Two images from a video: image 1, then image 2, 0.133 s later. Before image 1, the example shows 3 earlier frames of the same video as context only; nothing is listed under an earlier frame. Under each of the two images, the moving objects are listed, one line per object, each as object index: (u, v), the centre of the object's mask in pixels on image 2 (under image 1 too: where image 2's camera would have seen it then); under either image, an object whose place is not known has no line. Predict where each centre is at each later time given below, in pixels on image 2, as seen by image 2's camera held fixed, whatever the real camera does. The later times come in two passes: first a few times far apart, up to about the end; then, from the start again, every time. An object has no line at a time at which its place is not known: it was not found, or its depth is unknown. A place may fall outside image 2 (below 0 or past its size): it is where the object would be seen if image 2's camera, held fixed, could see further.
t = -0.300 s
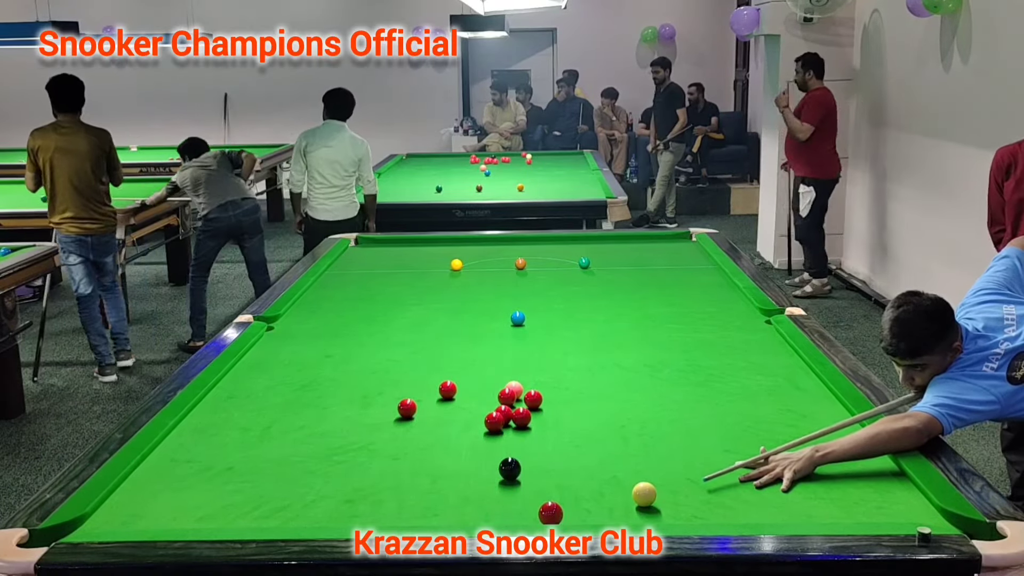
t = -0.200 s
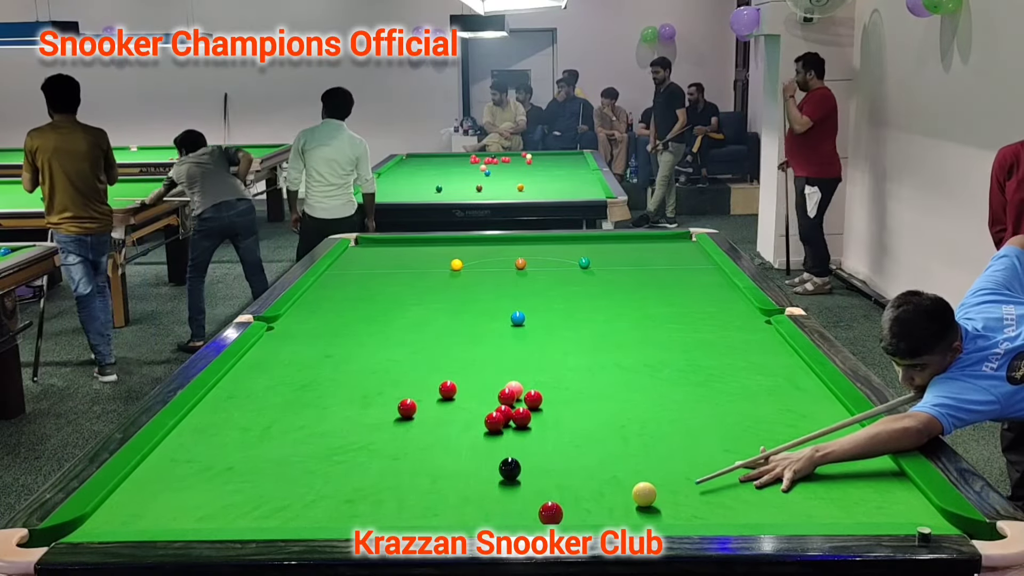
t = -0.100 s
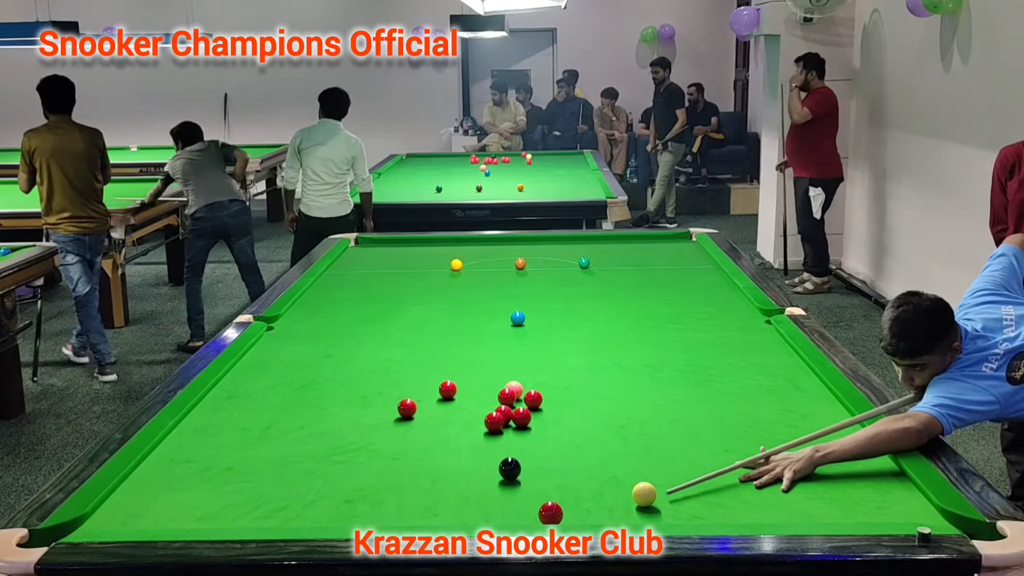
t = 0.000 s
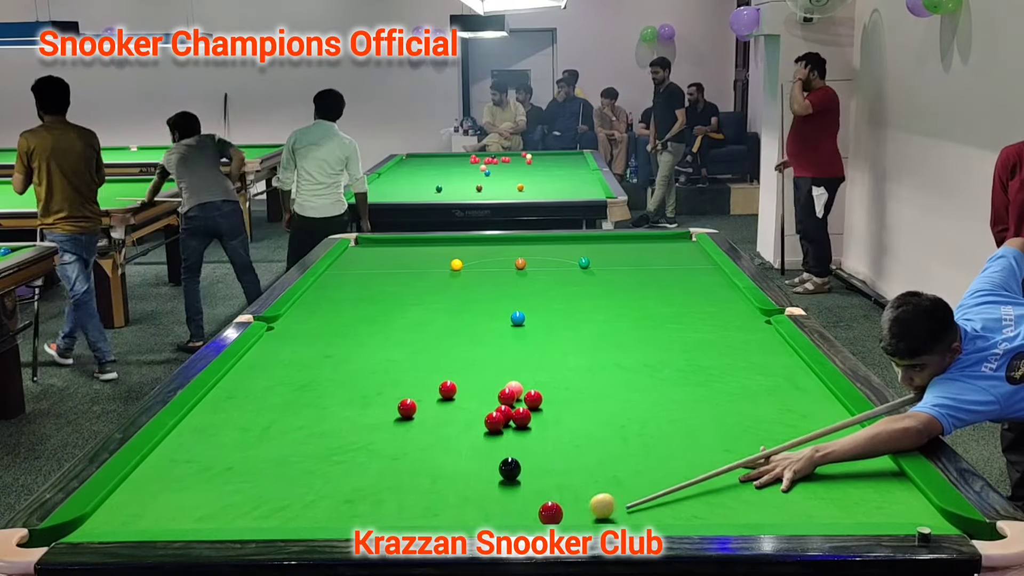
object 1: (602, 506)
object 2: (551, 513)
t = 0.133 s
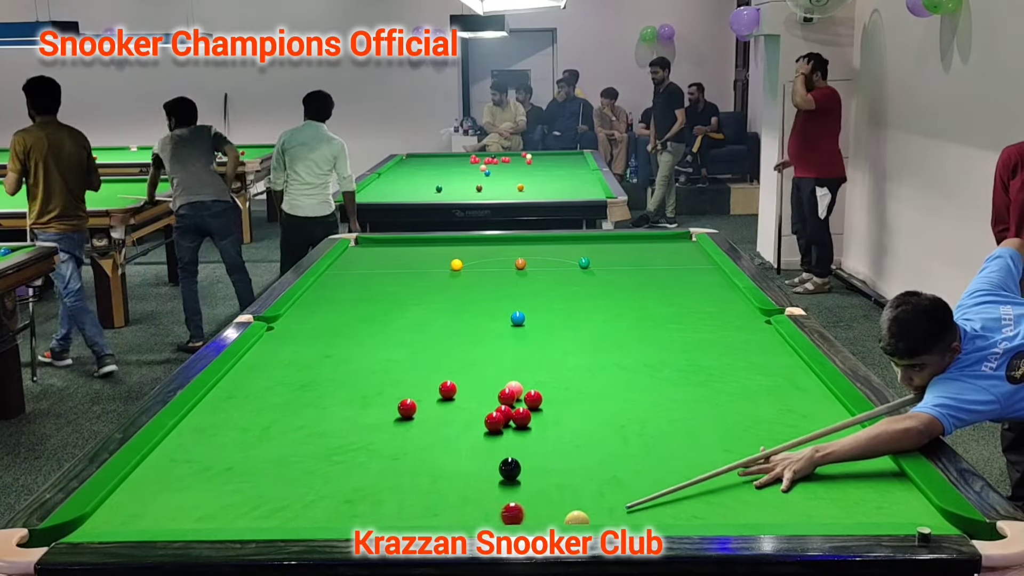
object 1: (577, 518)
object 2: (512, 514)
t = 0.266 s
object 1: (589, 514)
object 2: (461, 515)
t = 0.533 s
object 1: (611, 500)
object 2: (362, 517)
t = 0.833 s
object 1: (633, 485)
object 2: (255, 518)
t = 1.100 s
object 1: (650, 473)
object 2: (164, 520)
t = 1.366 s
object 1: (664, 463)
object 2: (84, 524)
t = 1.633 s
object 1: (677, 455)
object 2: (97, 522)
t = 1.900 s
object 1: (688, 447)
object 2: (106, 515)
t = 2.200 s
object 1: (698, 440)
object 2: (115, 505)
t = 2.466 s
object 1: (706, 435)
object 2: (121, 498)
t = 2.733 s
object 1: (712, 430)
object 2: (127, 492)
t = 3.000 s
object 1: (717, 427)
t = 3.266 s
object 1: (720, 424)
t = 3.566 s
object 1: (723, 422)
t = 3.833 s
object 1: (723, 421)
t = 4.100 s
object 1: (723, 420)
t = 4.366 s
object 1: (723, 420)
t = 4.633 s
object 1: (723, 420)
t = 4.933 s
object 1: (723, 420)
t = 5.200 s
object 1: (723, 420)
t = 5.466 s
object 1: (723, 420)
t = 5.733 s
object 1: (723, 420)
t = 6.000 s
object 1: (723, 420)
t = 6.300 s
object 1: (723, 420)
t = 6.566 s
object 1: (723, 420)
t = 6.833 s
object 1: (723, 420)
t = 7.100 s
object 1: (723, 420)
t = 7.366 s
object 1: (723, 420)
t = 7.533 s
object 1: (723, 420)
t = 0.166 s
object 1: (580, 517)
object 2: (499, 514)
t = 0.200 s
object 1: (582, 516)
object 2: (486, 514)
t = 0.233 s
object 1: (586, 515)
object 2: (473, 515)
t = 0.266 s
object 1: (589, 514)
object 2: (461, 515)
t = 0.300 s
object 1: (592, 512)
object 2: (448, 515)
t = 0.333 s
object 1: (595, 511)
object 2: (436, 515)
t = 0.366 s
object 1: (597, 509)
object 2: (423, 515)
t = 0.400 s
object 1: (600, 507)
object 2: (411, 516)
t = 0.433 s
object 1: (603, 505)
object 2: (399, 516)
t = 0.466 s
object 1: (606, 504)
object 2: (386, 516)
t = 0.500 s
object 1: (608, 502)
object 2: (374, 516)
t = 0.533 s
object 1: (611, 500)
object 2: (362, 517)
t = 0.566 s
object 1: (614, 498)
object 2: (350, 517)
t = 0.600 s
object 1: (616, 496)
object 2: (338, 517)
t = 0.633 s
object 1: (619, 495)
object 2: (326, 517)
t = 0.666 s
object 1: (621, 493)
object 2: (314, 517)
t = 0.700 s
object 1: (623, 491)
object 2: (302, 518)
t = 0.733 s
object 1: (626, 490)
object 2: (291, 518)
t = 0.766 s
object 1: (628, 488)
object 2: (279, 518)
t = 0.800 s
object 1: (630, 486)
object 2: (267, 518)
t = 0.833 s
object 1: (633, 485)
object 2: (255, 518)
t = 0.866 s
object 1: (635, 483)
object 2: (244, 519)
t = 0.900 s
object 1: (637, 482)
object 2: (232, 519)
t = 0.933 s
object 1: (639, 480)
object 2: (221, 519)
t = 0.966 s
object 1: (641, 479)
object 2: (209, 519)
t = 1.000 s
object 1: (644, 477)
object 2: (198, 520)
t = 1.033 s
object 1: (646, 476)
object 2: (186, 520)
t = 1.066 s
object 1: (648, 475)
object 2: (175, 520)
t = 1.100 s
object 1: (650, 473)
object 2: (164, 520)
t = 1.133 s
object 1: (651, 472)
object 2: (152, 520)
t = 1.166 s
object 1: (653, 471)
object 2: (141, 520)
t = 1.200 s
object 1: (655, 469)
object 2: (130, 521)
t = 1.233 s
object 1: (657, 468)
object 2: (119, 521)
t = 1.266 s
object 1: (659, 467)
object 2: (108, 521)
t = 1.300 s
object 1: (661, 466)
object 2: (97, 522)
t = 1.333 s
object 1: (662, 465)
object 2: (85, 523)
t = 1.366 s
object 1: (664, 463)
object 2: (84, 524)
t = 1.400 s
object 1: (666, 462)
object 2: (86, 525)
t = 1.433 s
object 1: (668, 461)
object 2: (89, 526)
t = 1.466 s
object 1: (669, 460)
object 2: (90, 527)
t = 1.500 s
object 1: (671, 459)
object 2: (92, 526)
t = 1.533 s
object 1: (672, 458)
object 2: (93, 525)
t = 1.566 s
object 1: (674, 457)
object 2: (94, 524)
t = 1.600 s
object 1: (675, 456)
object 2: (96, 523)
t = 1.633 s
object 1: (677, 455)
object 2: (97, 522)
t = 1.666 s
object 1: (678, 454)
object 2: (98, 522)
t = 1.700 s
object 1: (680, 453)
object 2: (99, 521)
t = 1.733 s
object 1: (681, 452)
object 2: (100, 520)
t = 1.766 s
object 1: (683, 451)
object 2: (101, 519)
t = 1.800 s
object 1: (684, 450)
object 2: (102, 518)
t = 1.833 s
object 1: (685, 449)
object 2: (103, 517)
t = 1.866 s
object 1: (687, 448)
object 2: (104, 516)
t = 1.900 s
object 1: (688, 447)
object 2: (106, 515)
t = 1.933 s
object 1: (689, 446)
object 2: (107, 514)
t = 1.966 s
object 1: (691, 446)
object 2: (108, 512)
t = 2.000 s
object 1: (692, 445)
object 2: (109, 511)
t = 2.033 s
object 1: (693, 444)
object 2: (110, 510)
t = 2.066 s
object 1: (694, 443)
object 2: (111, 509)
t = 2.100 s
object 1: (695, 442)
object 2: (112, 508)
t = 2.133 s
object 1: (696, 442)
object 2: (113, 507)
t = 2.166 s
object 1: (697, 441)
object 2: (114, 506)
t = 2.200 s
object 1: (698, 440)
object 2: (115, 505)
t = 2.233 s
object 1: (699, 439)
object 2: (115, 504)
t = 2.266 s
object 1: (700, 439)
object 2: (116, 503)
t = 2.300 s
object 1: (701, 438)
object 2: (117, 502)
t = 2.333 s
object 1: (702, 437)
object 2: (118, 501)
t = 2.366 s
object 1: (703, 437)
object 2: (119, 501)
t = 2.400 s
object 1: (704, 436)
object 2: (120, 500)
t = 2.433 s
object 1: (705, 435)
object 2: (120, 499)
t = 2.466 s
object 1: (706, 435)
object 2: (121, 498)
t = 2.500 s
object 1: (707, 434)
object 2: (122, 497)
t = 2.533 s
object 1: (708, 434)
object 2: (123, 496)
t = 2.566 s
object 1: (708, 433)
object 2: (124, 496)
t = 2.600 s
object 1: (709, 432)
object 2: (124, 495)
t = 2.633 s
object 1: (710, 432)
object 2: (125, 494)
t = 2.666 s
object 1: (711, 432)
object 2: (126, 494)
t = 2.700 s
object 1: (711, 431)
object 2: (126, 493)
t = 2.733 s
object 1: (712, 430)
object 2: (127, 492)
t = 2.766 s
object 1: (713, 430)
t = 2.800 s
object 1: (713, 430)
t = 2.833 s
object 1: (714, 429)
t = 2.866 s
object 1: (714, 429)
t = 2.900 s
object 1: (715, 428)
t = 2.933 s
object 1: (716, 428)
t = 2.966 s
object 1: (716, 427)
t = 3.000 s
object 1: (717, 427)
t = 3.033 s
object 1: (717, 427)
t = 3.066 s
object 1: (717, 426)
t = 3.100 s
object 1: (718, 426)
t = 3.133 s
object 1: (718, 425)
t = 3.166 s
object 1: (719, 425)
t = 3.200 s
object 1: (719, 425)
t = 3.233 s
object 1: (720, 425)
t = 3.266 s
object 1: (720, 424)
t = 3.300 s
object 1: (720, 424)
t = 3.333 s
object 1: (721, 424)
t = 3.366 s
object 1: (721, 423)
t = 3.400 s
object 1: (722, 423)
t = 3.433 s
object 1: (722, 423)
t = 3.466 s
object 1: (722, 423)
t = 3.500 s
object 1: (722, 422)
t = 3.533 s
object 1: (722, 422)
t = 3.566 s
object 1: (723, 422)
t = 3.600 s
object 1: (723, 422)
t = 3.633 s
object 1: (723, 422)
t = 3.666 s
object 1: (723, 421)
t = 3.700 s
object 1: (723, 421)
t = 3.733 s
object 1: (723, 421)
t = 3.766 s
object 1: (723, 421)
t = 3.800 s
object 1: (723, 421)
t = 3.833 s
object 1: (723, 421)
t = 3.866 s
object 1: (723, 420)
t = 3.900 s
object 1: (723, 420)
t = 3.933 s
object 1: (723, 420)
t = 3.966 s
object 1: (723, 420)
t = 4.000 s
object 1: (723, 420)
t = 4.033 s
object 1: (723, 420)
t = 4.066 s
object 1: (723, 420)
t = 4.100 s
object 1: (723, 420)
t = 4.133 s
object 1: (723, 420)
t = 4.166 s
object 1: (723, 420)
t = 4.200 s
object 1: (723, 420)
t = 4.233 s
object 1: (723, 420)
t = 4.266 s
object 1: (723, 420)
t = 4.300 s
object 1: (723, 420)
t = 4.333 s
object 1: (723, 420)
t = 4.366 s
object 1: (723, 420)
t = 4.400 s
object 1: (723, 420)
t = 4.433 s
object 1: (723, 420)
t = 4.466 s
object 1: (723, 420)
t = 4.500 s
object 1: (723, 420)
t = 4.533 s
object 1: (723, 420)
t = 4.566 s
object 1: (723, 420)
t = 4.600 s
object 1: (723, 420)
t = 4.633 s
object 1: (723, 420)
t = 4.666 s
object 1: (723, 420)
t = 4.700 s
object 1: (723, 420)
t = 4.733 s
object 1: (723, 420)
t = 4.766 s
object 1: (723, 420)
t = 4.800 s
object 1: (723, 420)
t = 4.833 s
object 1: (723, 420)
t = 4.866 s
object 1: (723, 420)
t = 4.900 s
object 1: (723, 420)
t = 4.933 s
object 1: (723, 420)
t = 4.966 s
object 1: (723, 420)
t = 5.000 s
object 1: (723, 420)
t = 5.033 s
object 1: (723, 420)
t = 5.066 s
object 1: (723, 420)
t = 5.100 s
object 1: (723, 420)
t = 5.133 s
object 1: (723, 420)
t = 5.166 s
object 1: (723, 420)
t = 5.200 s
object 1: (723, 420)
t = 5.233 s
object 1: (723, 420)
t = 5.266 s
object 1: (723, 420)
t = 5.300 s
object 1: (723, 420)
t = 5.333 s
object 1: (723, 420)
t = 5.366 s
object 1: (723, 420)
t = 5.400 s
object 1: (723, 420)
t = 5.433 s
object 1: (723, 420)
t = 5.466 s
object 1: (723, 420)
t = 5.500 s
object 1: (723, 420)
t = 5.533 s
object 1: (723, 420)
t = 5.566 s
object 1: (723, 420)
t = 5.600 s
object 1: (723, 420)
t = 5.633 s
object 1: (723, 420)
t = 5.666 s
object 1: (723, 420)
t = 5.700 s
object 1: (723, 420)
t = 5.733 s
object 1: (723, 420)
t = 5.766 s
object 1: (723, 420)
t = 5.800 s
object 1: (723, 420)
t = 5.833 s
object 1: (723, 420)
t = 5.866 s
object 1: (723, 420)
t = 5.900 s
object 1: (723, 420)
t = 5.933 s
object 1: (723, 420)
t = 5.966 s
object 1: (723, 420)
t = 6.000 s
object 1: (723, 420)
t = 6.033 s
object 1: (723, 420)
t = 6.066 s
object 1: (723, 420)
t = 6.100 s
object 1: (723, 420)
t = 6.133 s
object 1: (723, 420)
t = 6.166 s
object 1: (723, 420)
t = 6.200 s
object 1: (723, 420)
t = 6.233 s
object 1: (723, 420)
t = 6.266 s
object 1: (723, 420)
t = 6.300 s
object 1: (723, 420)
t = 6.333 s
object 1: (723, 420)
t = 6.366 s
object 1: (723, 420)
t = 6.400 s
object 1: (723, 420)
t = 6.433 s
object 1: (723, 420)
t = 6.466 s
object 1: (723, 420)
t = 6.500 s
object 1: (723, 420)
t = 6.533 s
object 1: (723, 420)
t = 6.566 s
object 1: (723, 420)
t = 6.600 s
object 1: (723, 420)
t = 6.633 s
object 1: (723, 420)
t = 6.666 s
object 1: (723, 420)
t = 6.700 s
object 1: (723, 420)
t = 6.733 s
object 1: (723, 420)
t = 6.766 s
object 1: (723, 420)
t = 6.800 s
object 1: (723, 420)
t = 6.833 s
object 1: (723, 420)
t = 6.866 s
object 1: (723, 420)
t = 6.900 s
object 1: (723, 420)
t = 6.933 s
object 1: (723, 420)
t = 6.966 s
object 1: (723, 420)
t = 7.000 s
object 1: (723, 420)
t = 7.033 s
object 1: (723, 420)
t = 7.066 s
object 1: (723, 420)
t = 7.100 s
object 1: (723, 420)
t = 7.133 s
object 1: (723, 420)
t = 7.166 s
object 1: (723, 420)
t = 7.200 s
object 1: (723, 420)
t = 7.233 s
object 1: (723, 420)
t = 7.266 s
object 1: (723, 420)
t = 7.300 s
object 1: (723, 420)
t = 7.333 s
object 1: (723, 420)
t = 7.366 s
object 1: (723, 420)
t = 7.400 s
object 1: (723, 420)
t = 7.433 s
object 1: (723, 420)
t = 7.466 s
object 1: (723, 420)
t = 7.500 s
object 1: (723, 420)
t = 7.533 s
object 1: (723, 420)
